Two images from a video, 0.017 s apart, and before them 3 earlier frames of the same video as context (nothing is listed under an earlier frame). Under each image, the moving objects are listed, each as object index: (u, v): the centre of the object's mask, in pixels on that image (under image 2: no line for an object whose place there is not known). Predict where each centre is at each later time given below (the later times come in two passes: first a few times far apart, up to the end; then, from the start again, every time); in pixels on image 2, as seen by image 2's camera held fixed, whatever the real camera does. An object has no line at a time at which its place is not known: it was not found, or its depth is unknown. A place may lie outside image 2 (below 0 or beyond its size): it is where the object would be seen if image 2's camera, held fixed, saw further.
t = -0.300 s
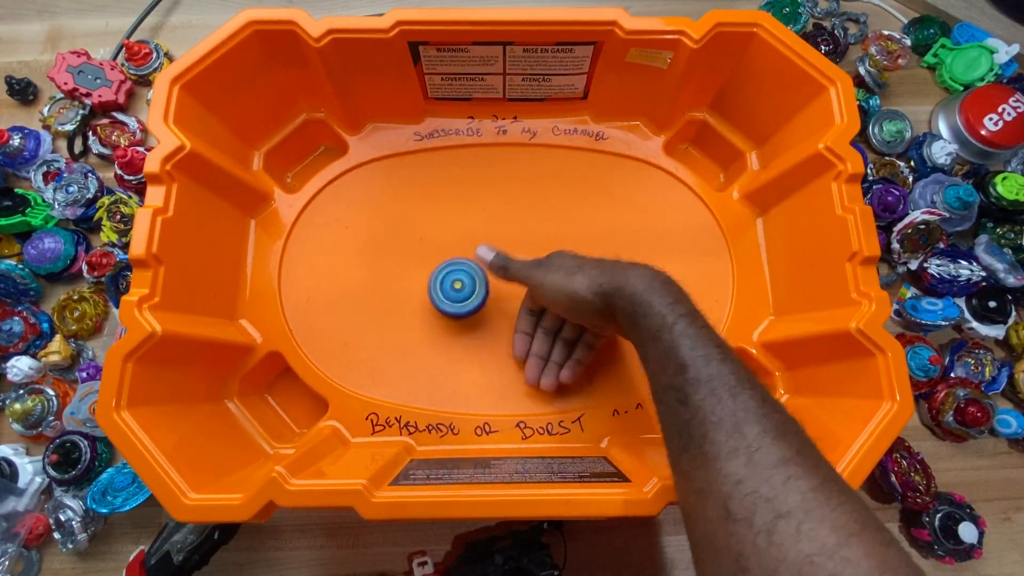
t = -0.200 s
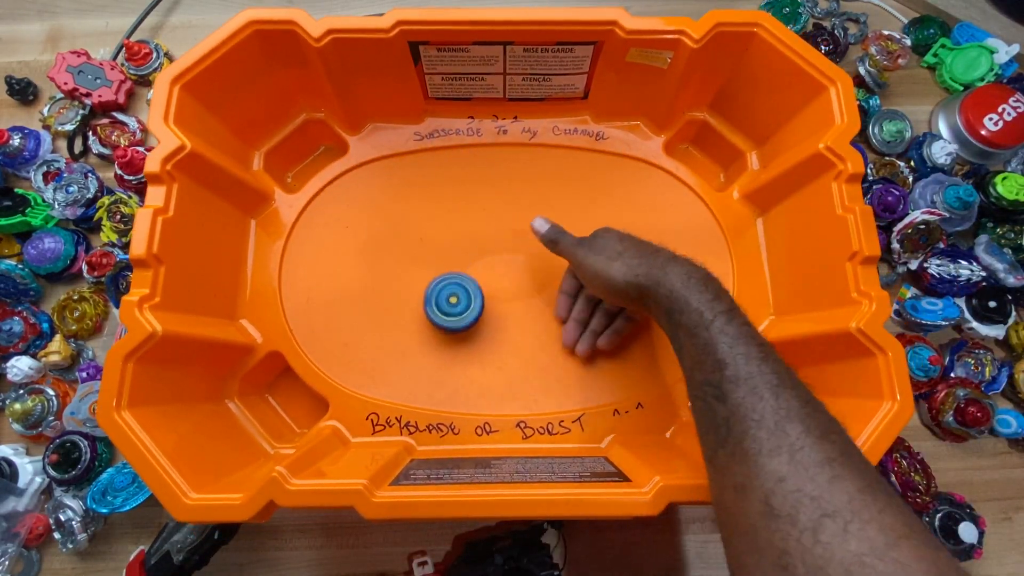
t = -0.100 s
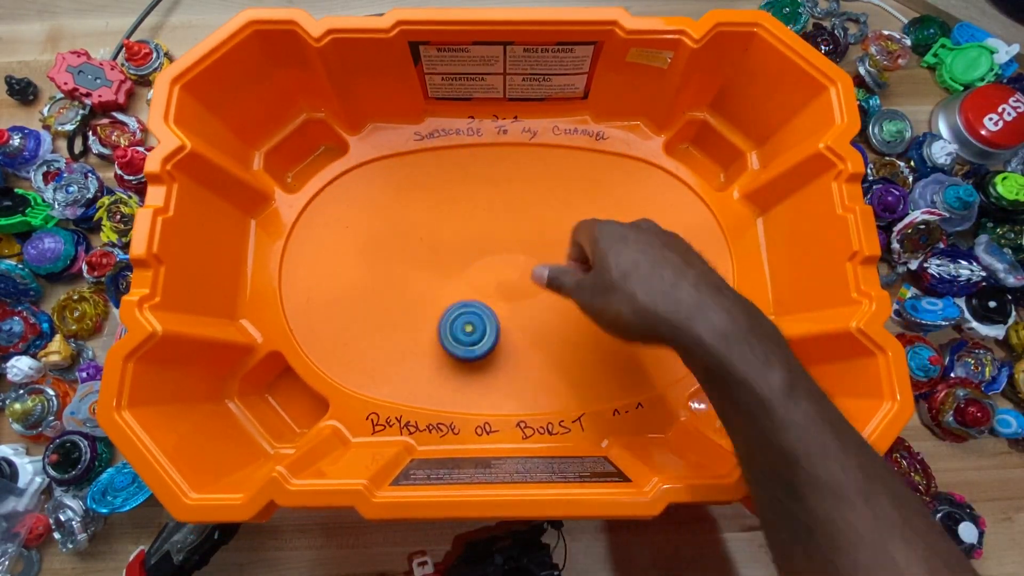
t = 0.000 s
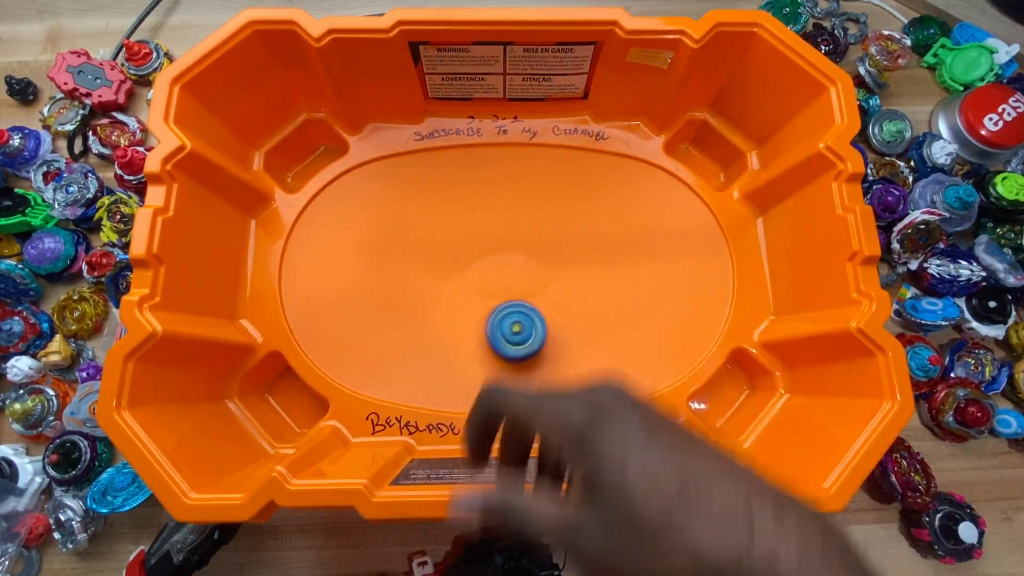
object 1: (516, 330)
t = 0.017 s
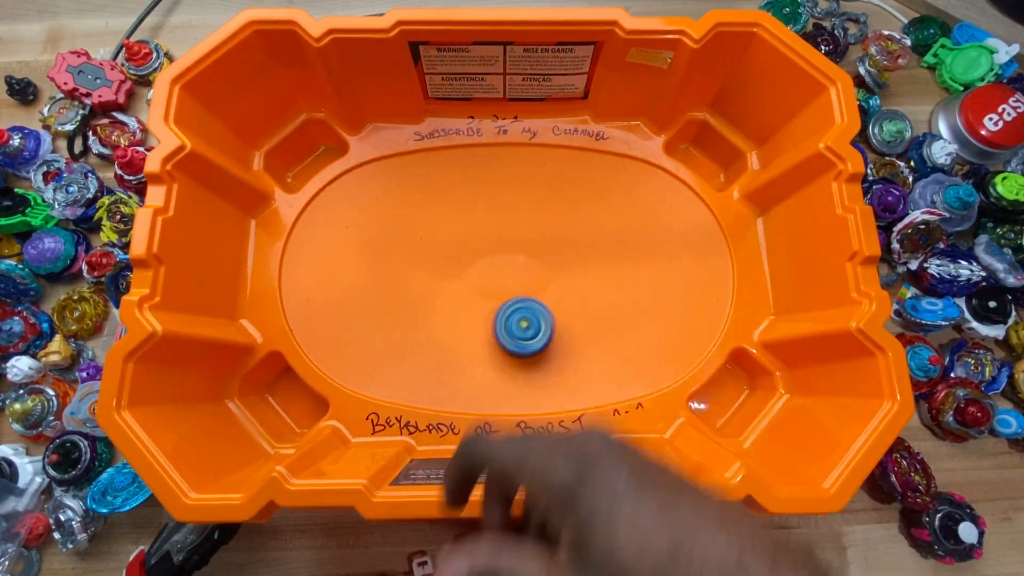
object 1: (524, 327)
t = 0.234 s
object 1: (517, 258)
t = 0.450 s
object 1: (432, 252)
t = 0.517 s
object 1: (418, 278)
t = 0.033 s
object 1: (530, 322)
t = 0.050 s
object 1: (536, 316)
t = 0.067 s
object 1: (540, 310)
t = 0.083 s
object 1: (543, 302)
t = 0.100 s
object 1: (544, 295)
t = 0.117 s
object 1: (544, 288)
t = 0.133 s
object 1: (542, 282)
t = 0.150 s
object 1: (539, 277)
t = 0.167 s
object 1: (535, 272)
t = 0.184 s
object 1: (530, 269)
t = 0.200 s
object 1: (526, 264)
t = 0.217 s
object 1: (522, 261)
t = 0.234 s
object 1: (517, 258)
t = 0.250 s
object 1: (514, 254)
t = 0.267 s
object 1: (510, 250)
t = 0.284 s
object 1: (506, 247)
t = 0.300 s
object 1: (502, 244)
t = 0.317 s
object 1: (495, 241)
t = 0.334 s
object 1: (487, 239)
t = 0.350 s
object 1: (479, 238)
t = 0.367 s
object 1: (471, 238)
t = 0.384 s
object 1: (462, 238)
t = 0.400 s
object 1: (454, 240)
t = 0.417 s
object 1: (446, 242)
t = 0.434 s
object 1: (439, 246)
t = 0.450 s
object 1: (432, 252)
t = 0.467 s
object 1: (427, 257)
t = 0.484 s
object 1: (423, 264)
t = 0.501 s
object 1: (420, 271)
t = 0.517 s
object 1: (418, 278)
